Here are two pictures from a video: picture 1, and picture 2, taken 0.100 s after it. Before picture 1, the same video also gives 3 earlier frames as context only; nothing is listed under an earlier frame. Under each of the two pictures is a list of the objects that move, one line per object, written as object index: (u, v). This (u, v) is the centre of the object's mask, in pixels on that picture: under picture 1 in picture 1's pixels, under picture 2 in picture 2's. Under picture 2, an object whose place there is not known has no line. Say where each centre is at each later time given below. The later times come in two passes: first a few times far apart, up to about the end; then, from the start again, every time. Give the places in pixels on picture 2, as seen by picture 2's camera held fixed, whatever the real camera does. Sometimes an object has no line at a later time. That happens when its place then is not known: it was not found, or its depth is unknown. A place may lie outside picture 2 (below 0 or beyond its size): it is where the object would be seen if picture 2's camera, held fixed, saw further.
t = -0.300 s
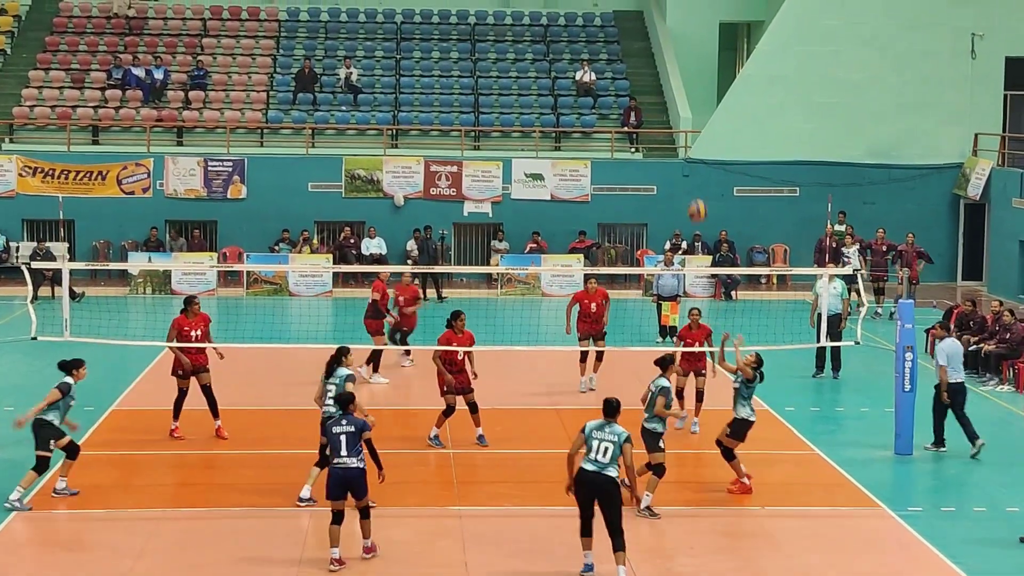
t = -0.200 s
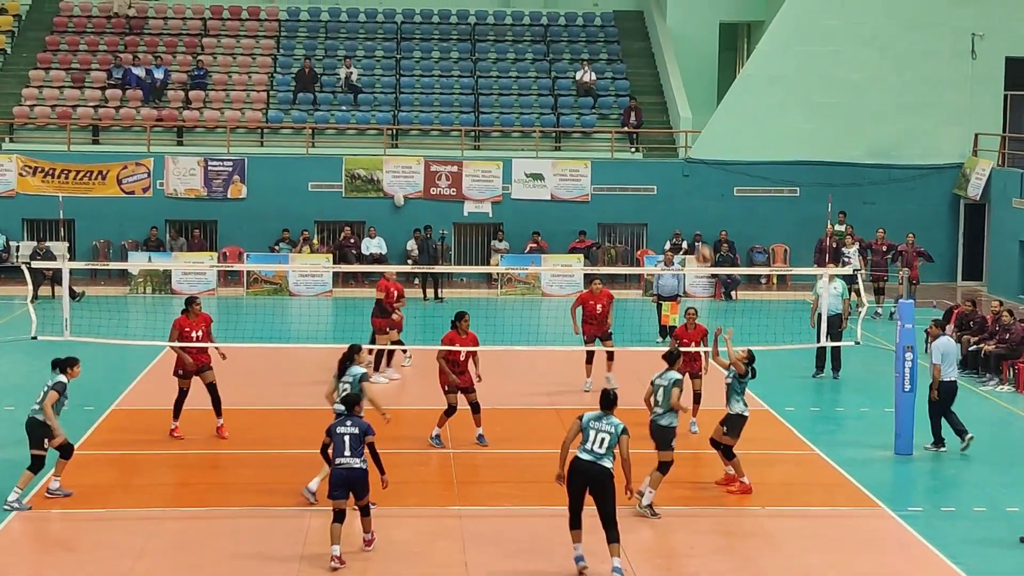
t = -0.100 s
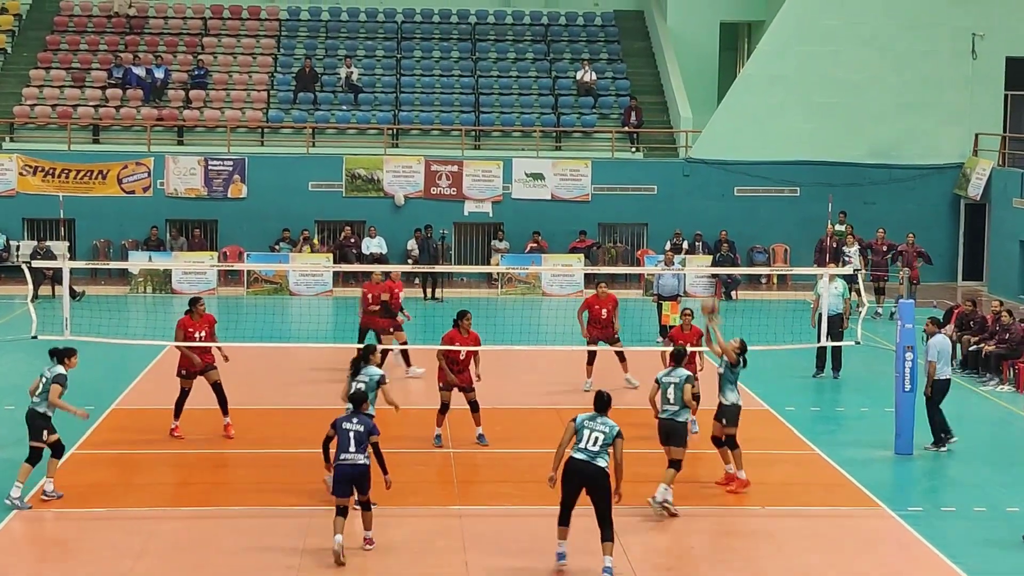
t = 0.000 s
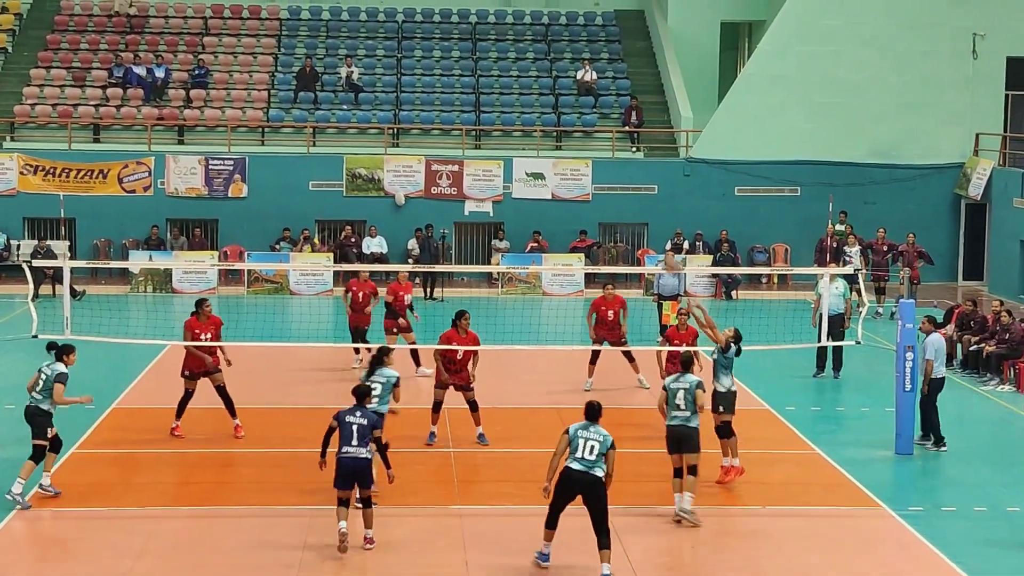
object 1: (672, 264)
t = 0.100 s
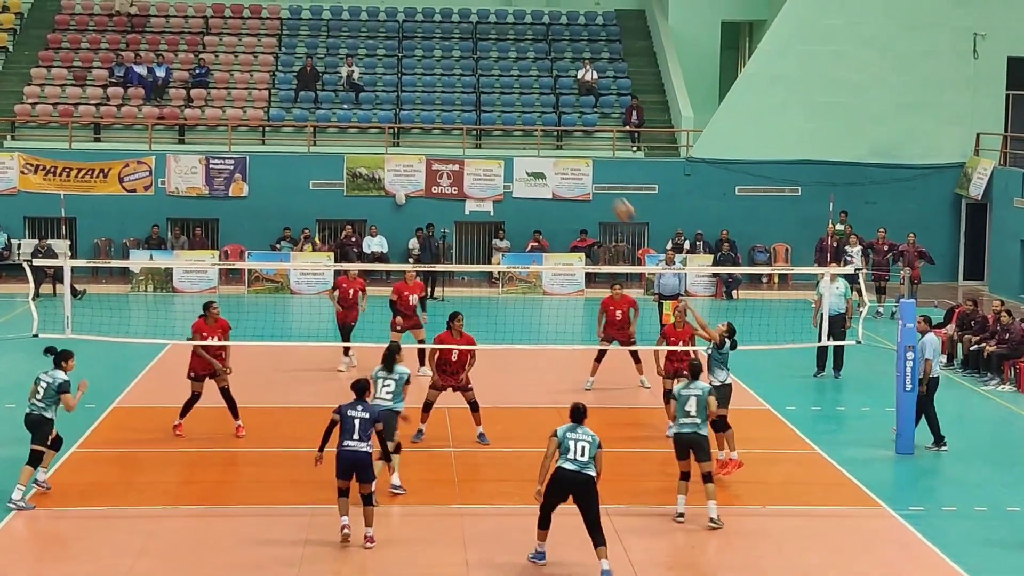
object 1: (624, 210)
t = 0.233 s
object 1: (560, 152)
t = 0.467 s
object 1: (449, 93)
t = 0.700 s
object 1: (340, 84)
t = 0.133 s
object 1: (609, 195)
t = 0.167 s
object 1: (592, 179)
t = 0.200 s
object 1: (574, 166)
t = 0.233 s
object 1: (560, 152)
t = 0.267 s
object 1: (544, 140)
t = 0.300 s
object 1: (528, 129)
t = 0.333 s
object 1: (511, 120)
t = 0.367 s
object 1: (495, 111)
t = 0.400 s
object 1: (479, 104)
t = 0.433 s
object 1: (464, 98)
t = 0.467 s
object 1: (449, 93)
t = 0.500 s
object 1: (433, 88)
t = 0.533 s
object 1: (417, 85)
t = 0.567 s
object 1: (402, 83)
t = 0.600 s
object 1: (387, 82)
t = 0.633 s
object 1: (372, 81)
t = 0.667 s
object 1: (356, 83)
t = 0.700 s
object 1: (340, 84)
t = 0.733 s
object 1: (325, 87)
